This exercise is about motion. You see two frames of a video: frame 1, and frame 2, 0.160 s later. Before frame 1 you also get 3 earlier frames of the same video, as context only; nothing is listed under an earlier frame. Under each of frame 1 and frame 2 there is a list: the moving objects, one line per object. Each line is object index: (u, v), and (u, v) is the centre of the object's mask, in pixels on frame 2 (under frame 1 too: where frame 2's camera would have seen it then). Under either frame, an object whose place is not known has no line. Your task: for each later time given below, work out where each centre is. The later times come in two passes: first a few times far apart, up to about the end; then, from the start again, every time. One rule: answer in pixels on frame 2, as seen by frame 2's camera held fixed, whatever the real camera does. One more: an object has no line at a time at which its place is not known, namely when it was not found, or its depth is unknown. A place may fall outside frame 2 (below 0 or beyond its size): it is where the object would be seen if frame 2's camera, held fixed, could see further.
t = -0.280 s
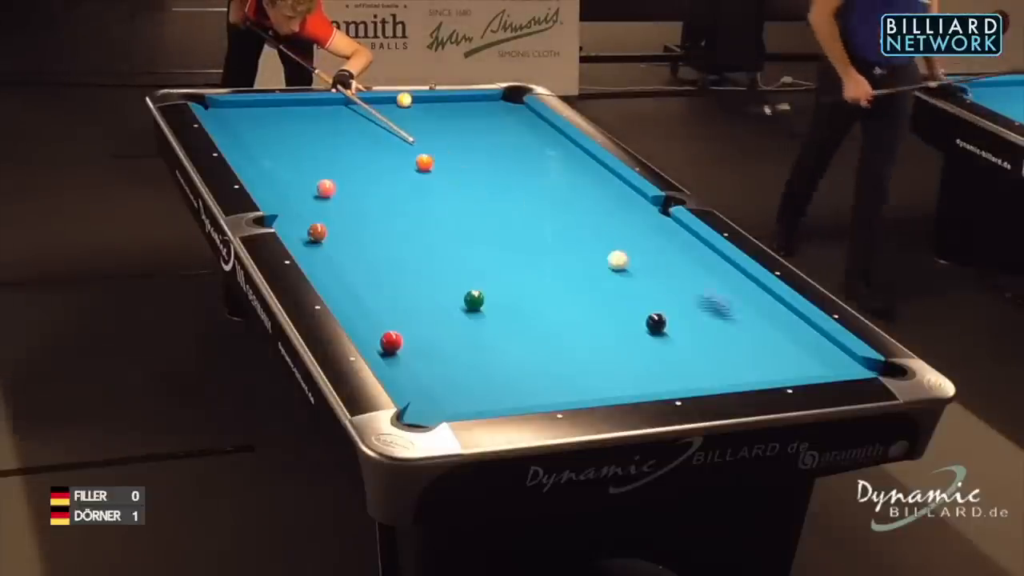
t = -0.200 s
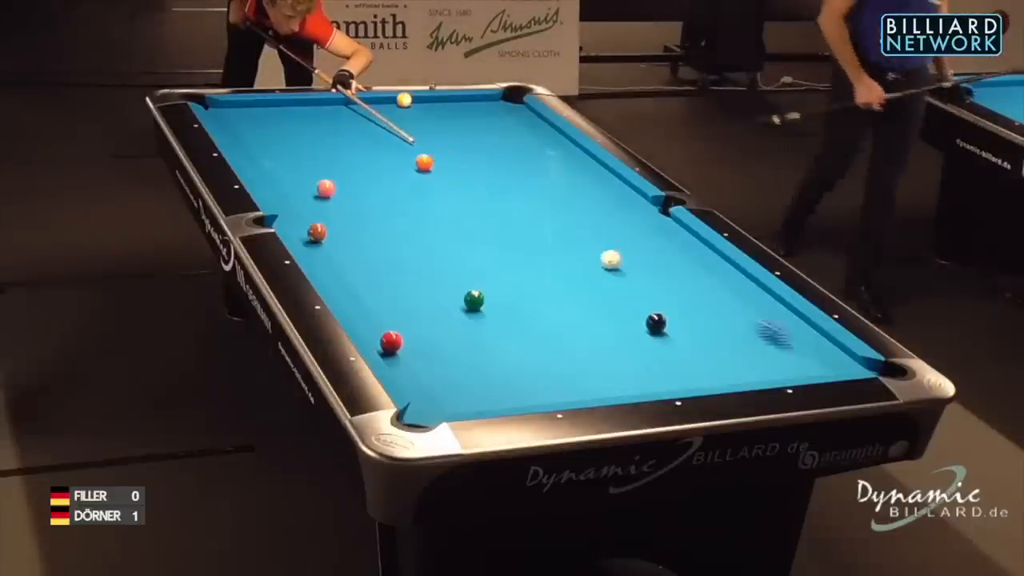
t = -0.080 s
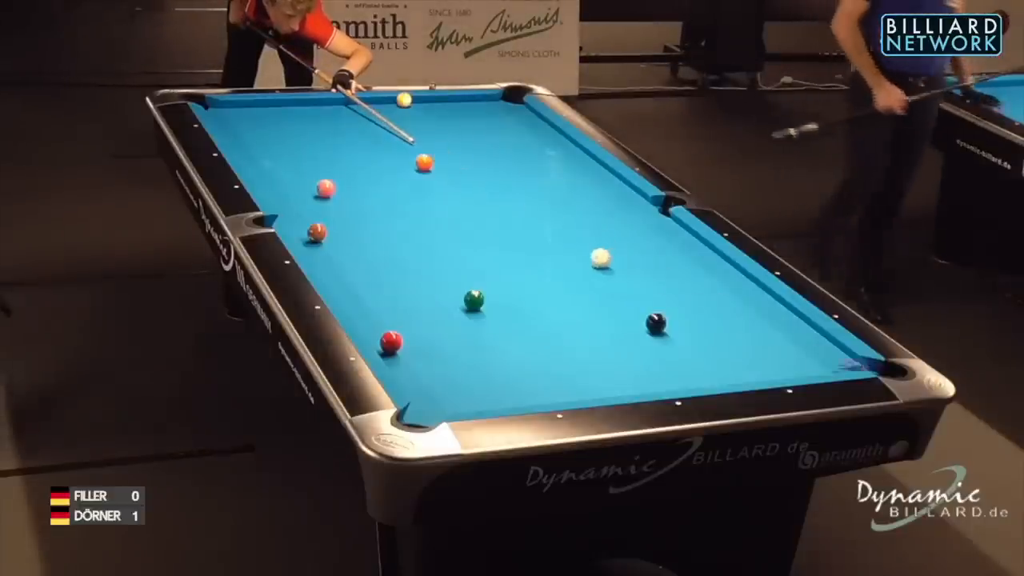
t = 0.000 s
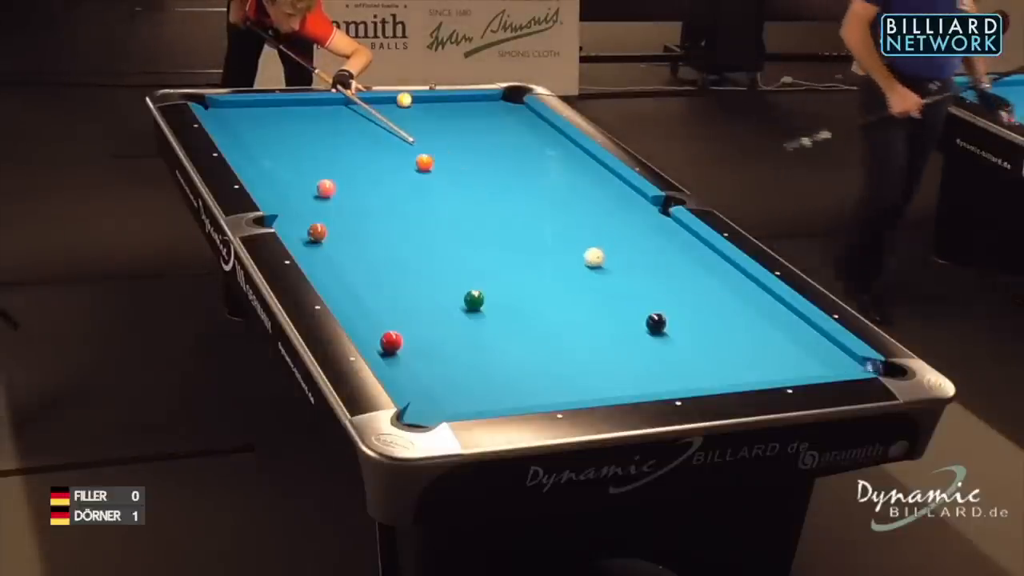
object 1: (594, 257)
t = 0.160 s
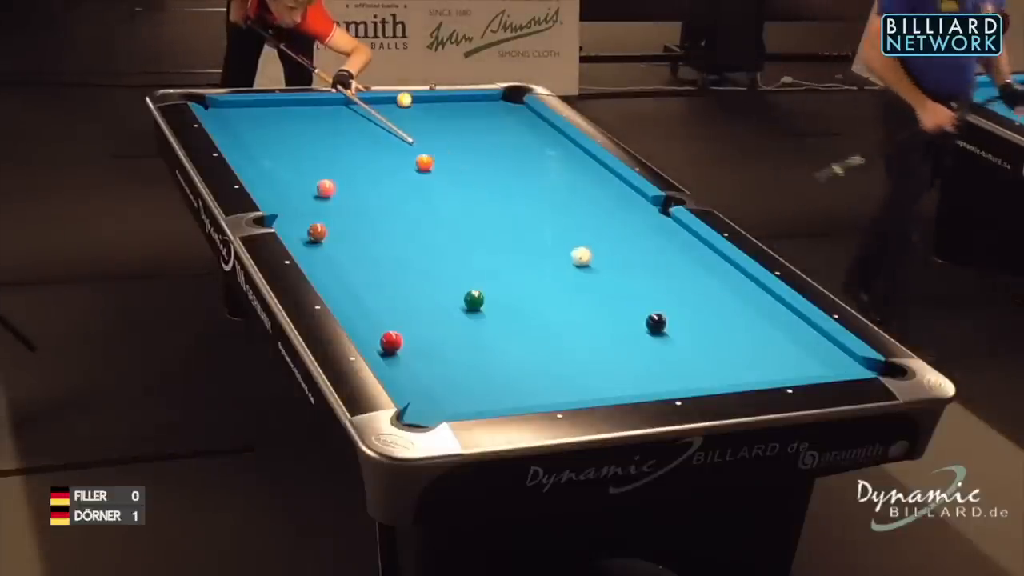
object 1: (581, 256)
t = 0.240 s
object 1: (575, 255)
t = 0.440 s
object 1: (561, 254)
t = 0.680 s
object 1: (544, 252)
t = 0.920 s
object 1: (529, 250)
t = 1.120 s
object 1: (518, 249)
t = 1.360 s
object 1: (506, 247)
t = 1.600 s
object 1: (496, 246)
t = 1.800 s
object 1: (488, 245)
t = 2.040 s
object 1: (480, 243)
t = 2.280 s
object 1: (473, 242)
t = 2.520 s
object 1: (468, 241)
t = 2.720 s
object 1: (465, 240)
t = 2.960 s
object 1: (462, 240)
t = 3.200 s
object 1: (462, 239)
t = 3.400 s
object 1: (462, 239)
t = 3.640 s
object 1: (462, 239)
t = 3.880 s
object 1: (462, 239)
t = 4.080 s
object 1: (462, 239)
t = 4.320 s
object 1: (462, 239)
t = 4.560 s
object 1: (462, 239)
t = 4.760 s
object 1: (462, 239)
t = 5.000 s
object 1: (462, 239)
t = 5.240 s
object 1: (461, 239)
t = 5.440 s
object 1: (462, 239)
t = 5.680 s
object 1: (461, 239)
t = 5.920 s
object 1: (462, 239)
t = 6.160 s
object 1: (462, 239)
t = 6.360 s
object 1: (462, 239)
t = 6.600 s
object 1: (462, 240)
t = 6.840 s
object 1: (462, 239)
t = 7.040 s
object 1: (462, 239)
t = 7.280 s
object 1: (462, 239)
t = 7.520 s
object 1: (462, 239)
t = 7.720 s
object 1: (462, 239)
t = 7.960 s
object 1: (462, 239)
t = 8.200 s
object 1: (462, 239)
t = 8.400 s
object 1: (462, 240)
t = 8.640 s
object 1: (462, 239)
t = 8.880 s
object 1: (462, 239)
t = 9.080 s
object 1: (462, 239)
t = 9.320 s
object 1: (462, 239)
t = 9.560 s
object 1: (462, 239)
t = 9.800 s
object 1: (462, 239)
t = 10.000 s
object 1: (462, 239)
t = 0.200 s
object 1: (578, 256)
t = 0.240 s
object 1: (575, 255)
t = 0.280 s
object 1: (572, 255)
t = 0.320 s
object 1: (569, 255)
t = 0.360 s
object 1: (566, 255)
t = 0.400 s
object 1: (563, 254)
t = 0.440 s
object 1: (561, 254)
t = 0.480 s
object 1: (558, 254)
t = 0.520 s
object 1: (555, 253)
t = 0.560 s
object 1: (552, 253)
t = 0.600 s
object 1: (550, 253)
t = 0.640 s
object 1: (547, 253)
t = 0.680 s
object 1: (544, 252)
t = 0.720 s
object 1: (542, 252)
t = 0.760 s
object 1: (539, 251)
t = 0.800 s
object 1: (537, 251)
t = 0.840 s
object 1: (534, 251)
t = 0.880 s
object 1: (532, 251)
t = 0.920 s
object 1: (529, 250)
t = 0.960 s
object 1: (527, 250)
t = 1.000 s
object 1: (525, 250)
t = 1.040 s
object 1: (523, 249)
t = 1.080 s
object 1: (520, 249)
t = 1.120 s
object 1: (518, 249)
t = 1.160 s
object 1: (516, 249)
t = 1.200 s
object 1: (514, 248)
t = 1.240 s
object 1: (512, 248)
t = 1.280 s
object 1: (510, 248)
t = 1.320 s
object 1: (508, 247)
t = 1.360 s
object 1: (506, 247)
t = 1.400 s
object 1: (504, 247)
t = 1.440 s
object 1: (502, 247)
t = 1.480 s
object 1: (501, 247)
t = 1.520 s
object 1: (499, 246)
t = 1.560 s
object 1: (497, 246)
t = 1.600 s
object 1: (496, 246)
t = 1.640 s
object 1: (494, 246)
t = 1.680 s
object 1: (492, 246)
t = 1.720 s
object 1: (491, 245)
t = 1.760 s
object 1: (489, 245)
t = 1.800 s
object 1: (488, 245)
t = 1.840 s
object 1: (486, 245)
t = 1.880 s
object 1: (485, 244)
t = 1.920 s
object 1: (483, 244)
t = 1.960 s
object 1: (482, 244)
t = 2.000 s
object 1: (481, 243)
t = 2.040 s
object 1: (480, 243)
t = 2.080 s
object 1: (479, 243)
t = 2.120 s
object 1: (477, 243)
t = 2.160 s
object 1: (476, 242)
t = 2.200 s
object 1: (475, 242)
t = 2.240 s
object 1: (474, 242)
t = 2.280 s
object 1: (473, 242)
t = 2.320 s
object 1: (472, 242)
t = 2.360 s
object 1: (471, 242)
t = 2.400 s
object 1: (471, 241)
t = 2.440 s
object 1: (470, 241)
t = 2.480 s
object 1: (469, 241)
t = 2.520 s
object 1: (468, 241)
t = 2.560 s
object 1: (468, 241)
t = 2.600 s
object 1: (467, 241)
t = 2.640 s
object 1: (466, 241)
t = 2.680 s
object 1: (466, 240)
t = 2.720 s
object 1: (465, 240)
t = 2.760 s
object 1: (464, 240)
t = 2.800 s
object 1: (464, 240)
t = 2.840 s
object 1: (463, 240)
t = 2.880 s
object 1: (463, 240)
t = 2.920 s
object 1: (463, 240)
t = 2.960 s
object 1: (462, 240)
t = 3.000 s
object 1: (462, 240)
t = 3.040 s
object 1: (462, 240)
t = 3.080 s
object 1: (462, 240)
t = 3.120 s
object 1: (462, 240)
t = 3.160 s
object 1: (462, 239)
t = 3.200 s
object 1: (462, 239)
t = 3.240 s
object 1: (462, 239)
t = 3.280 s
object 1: (462, 239)
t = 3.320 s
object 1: (462, 239)
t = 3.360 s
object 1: (462, 239)
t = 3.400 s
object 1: (462, 239)
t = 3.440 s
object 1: (462, 239)
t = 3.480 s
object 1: (462, 239)
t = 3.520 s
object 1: (462, 239)
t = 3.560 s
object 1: (462, 239)
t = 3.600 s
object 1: (462, 239)
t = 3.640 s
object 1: (462, 239)
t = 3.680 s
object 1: (462, 239)
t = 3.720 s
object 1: (462, 239)
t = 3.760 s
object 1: (462, 239)
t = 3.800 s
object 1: (462, 239)
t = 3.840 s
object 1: (462, 239)
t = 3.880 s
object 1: (462, 239)
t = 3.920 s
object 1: (462, 239)
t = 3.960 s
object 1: (462, 239)
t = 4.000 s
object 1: (462, 239)
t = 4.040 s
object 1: (462, 239)
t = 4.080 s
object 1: (462, 239)
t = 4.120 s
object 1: (462, 239)
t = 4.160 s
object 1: (462, 239)
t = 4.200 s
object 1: (462, 239)
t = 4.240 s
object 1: (462, 239)
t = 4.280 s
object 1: (462, 239)
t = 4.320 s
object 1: (462, 239)
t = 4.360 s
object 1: (462, 239)
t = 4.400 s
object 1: (462, 239)
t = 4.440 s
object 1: (462, 239)
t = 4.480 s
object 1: (462, 239)
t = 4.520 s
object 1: (462, 239)
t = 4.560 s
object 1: (462, 239)
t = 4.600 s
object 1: (462, 239)
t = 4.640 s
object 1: (462, 239)
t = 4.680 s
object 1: (462, 239)
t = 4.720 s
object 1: (462, 239)
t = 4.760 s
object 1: (462, 239)
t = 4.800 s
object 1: (462, 240)
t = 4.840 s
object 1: (462, 239)
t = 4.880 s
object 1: (462, 239)
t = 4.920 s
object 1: (462, 240)
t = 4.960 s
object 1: (462, 239)
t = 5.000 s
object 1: (462, 239)
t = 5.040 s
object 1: (462, 239)
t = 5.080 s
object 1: (462, 240)
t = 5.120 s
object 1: (462, 240)
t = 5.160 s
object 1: (461, 239)
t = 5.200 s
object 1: (461, 239)
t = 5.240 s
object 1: (461, 239)
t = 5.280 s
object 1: (461, 239)
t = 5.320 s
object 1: (461, 239)
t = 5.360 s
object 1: (461, 239)
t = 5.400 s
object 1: (462, 239)
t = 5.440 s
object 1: (462, 239)
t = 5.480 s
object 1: (462, 239)
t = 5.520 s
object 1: (461, 239)
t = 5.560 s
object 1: (462, 239)
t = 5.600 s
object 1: (461, 239)
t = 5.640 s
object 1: (461, 239)
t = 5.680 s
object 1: (461, 239)
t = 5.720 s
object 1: (461, 240)
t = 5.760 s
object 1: (461, 239)
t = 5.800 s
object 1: (461, 239)
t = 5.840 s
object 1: (462, 239)
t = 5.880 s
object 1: (462, 239)
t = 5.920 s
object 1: (462, 239)
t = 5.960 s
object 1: (462, 239)
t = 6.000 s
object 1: (462, 239)
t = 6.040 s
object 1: (462, 239)
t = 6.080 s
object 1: (462, 239)
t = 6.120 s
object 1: (462, 239)
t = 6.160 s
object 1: (462, 239)
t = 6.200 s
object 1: (462, 239)
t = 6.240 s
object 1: (462, 240)
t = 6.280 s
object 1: (462, 239)
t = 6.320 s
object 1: (462, 239)
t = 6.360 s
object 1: (462, 239)
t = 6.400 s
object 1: (462, 239)
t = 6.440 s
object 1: (462, 240)
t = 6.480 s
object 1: (462, 239)
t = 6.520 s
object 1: (462, 240)
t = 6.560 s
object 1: (462, 239)
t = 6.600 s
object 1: (462, 240)
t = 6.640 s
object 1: (462, 240)
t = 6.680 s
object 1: (462, 240)
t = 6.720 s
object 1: (462, 239)
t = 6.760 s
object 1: (462, 239)
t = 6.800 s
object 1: (462, 240)
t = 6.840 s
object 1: (462, 239)
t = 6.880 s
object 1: (462, 240)
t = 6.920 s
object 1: (462, 239)
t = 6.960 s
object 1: (462, 240)
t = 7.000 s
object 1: (462, 240)
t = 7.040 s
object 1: (462, 239)
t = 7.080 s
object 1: (462, 240)
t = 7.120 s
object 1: (462, 239)
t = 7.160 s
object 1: (462, 240)
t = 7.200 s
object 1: (462, 240)
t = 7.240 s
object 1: (462, 240)
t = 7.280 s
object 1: (462, 239)
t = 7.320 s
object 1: (462, 240)
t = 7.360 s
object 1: (462, 239)
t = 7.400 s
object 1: (462, 239)
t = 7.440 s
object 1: (462, 239)
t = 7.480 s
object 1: (462, 239)
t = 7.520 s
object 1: (462, 239)
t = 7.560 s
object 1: (462, 239)
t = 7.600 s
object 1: (462, 239)
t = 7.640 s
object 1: (462, 239)
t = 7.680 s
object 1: (462, 239)
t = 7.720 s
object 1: (462, 239)
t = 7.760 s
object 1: (462, 239)
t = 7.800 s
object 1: (462, 240)
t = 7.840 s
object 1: (462, 239)
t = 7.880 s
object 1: (462, 239)
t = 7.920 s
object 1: (462, 239)
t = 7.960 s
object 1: (462, 239)
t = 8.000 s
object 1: (462, 240)
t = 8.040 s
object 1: (462, 240)
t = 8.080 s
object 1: (462, 240)
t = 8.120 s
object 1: (462, 239)
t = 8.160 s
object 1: (462, 239)
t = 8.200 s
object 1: (462, 239)
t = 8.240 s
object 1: (462, 239)
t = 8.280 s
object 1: (462, 239)
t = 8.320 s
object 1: (462, 239)
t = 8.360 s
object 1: (462, 239)
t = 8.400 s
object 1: (462, 240)
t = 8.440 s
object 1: (462, 239)
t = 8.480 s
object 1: (462, 239)
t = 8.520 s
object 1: (462, 239)
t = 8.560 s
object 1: (462, 239)
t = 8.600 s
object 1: (462, 239)
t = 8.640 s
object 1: (462, 239)
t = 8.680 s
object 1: (462, 239)
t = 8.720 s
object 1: (462, 239)
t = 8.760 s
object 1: (462, 239)
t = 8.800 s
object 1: (462, 239)
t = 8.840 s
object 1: (462, 239)
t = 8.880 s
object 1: (462, 239)
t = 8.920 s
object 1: (462, 239)
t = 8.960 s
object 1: (462, 239)
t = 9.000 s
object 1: (462, 239)
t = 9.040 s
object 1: (462, 239)
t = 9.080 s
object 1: (462, 239)
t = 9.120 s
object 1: (462, 239)
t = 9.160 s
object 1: (462, 239)
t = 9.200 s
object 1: (462, 239)
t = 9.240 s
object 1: (462, 239)
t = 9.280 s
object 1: (462, 239)
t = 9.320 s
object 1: (462, 239)
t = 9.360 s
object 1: (462, 239)
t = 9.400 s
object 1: (462, 239)
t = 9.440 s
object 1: (462, 239)
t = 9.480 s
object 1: (462, 239)
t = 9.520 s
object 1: (462, 239)
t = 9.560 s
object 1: (462, 239)
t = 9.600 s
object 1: (462, 239)
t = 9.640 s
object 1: (462, 239)
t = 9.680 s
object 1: (462, 239)
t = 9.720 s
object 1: (462, 239)
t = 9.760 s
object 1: (462, 239)
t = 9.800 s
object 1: (462, 239)
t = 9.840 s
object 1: (462, 239)
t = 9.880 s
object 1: (462, 239)
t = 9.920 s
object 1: (462, 239)
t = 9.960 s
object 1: (462, 239)
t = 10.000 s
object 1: (462, 239)
